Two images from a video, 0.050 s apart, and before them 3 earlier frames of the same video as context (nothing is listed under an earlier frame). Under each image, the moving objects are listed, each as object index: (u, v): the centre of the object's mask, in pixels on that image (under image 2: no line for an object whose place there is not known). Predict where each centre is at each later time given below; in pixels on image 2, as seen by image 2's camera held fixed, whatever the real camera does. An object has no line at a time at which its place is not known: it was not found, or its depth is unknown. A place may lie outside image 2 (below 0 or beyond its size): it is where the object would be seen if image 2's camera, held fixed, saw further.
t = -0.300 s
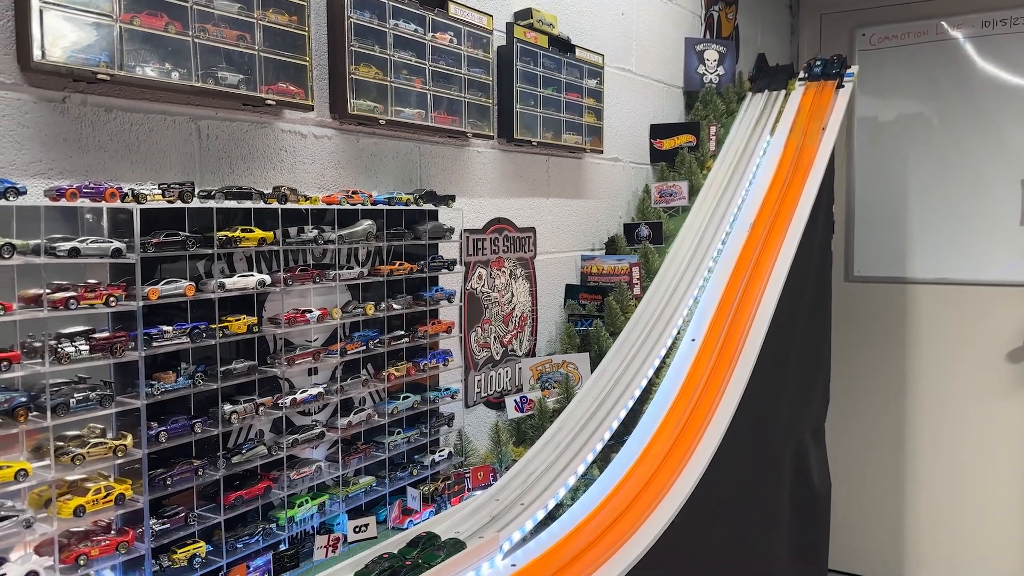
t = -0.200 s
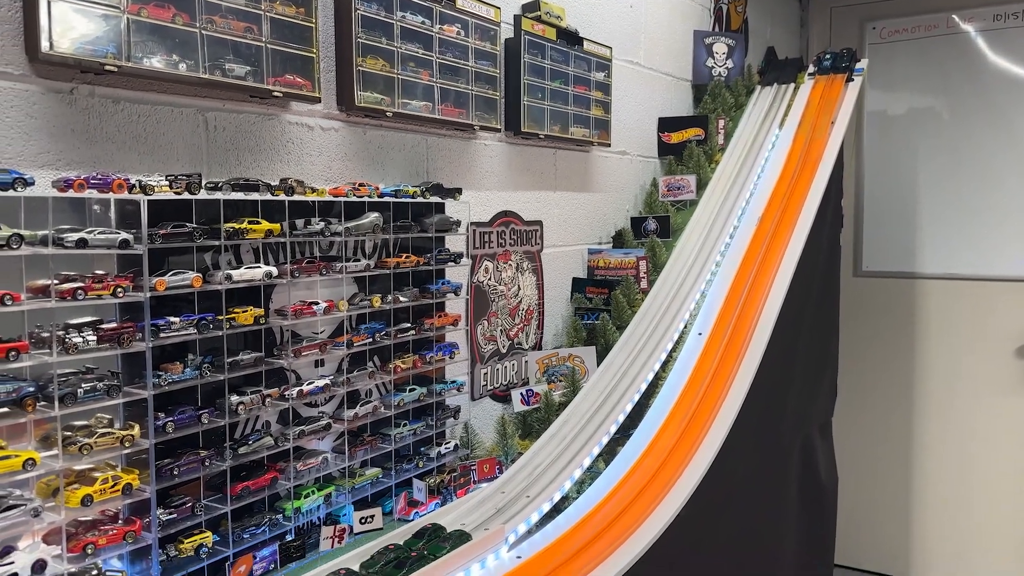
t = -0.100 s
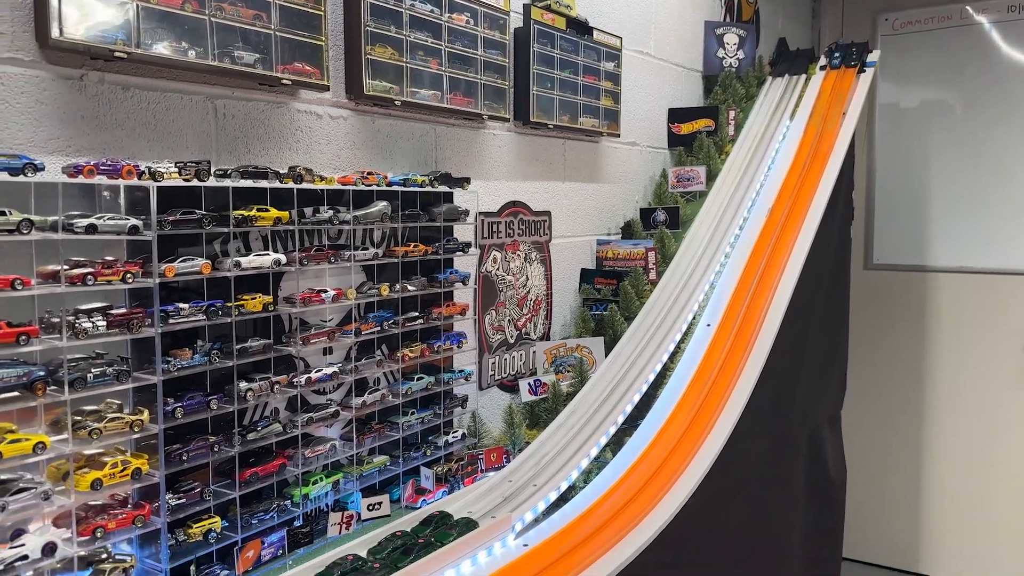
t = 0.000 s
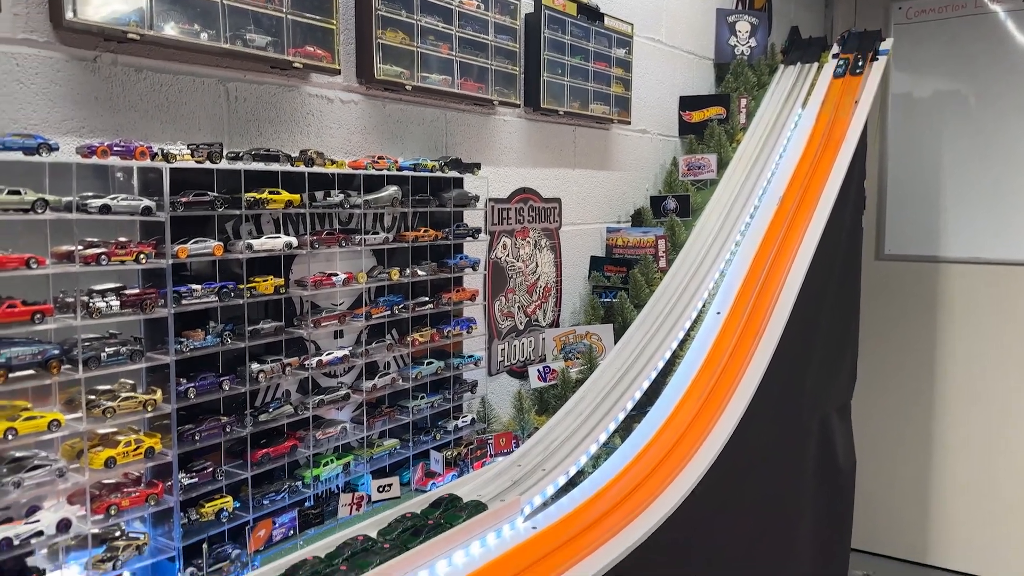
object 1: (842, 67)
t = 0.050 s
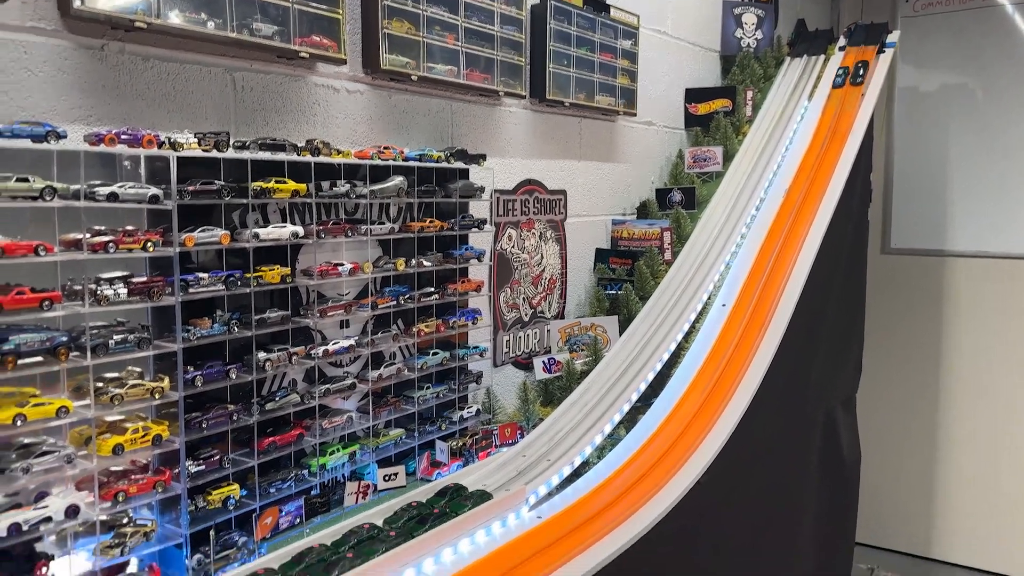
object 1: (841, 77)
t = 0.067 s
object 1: (838, 84)
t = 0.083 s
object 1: (836, 91)
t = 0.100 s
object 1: (833, 99)
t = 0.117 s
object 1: (830, 107)
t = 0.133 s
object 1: (827, 116)
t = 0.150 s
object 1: (823, 126)
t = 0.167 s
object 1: (820, 136)
